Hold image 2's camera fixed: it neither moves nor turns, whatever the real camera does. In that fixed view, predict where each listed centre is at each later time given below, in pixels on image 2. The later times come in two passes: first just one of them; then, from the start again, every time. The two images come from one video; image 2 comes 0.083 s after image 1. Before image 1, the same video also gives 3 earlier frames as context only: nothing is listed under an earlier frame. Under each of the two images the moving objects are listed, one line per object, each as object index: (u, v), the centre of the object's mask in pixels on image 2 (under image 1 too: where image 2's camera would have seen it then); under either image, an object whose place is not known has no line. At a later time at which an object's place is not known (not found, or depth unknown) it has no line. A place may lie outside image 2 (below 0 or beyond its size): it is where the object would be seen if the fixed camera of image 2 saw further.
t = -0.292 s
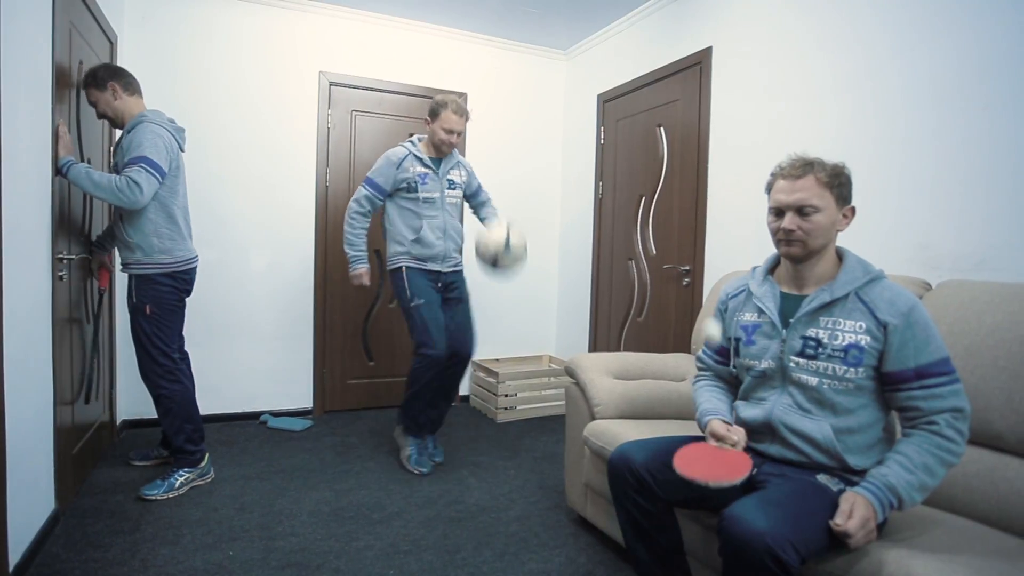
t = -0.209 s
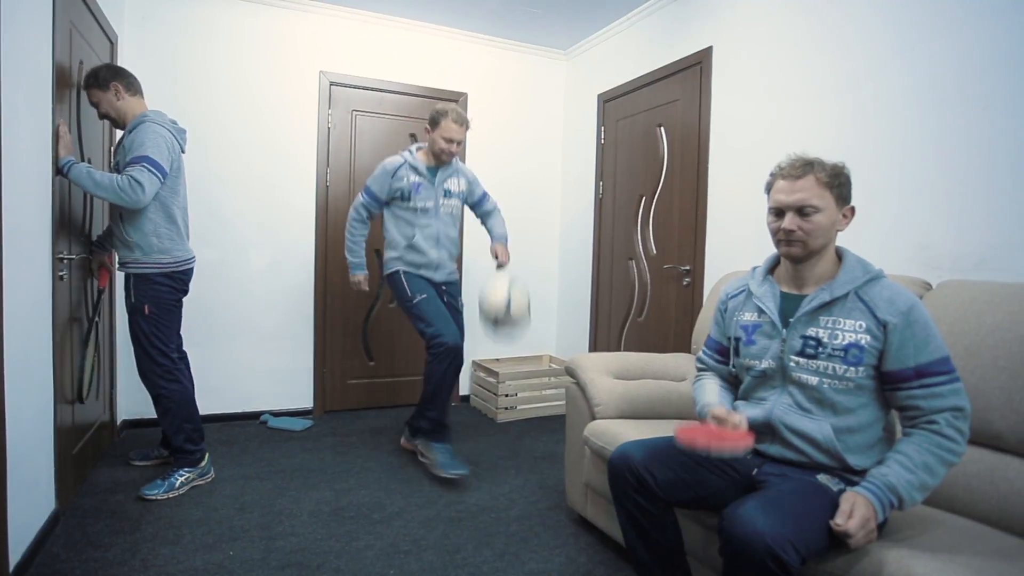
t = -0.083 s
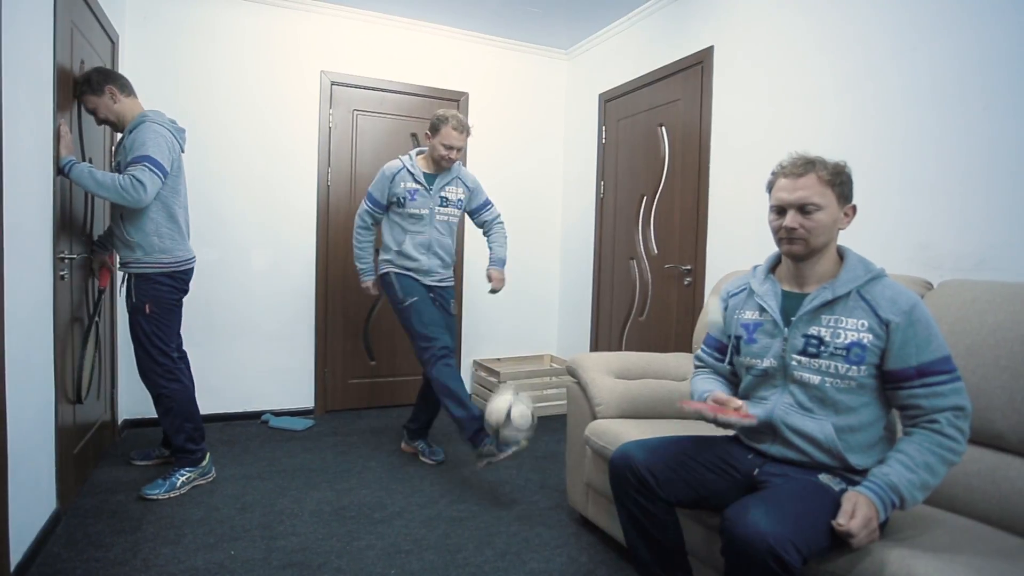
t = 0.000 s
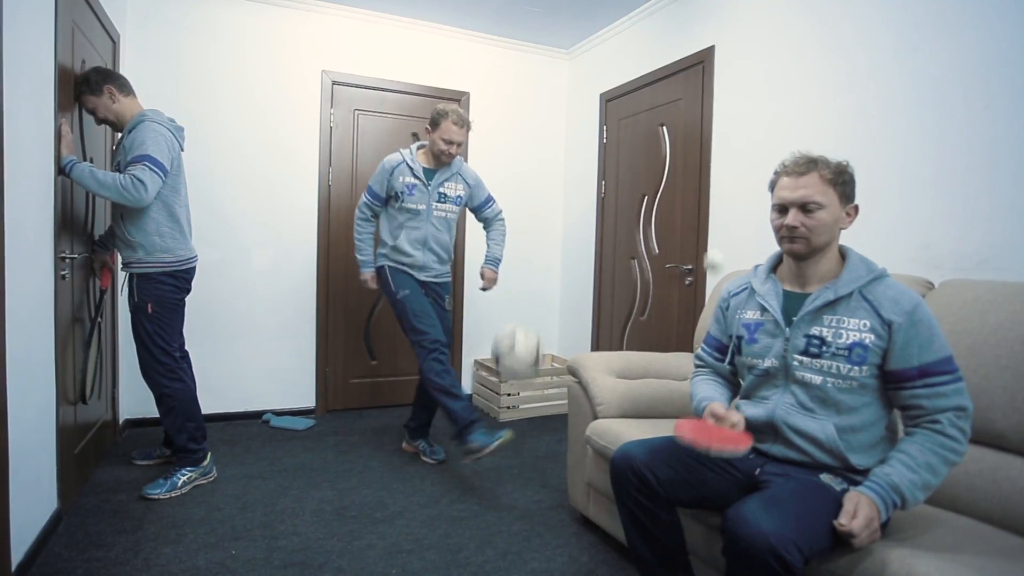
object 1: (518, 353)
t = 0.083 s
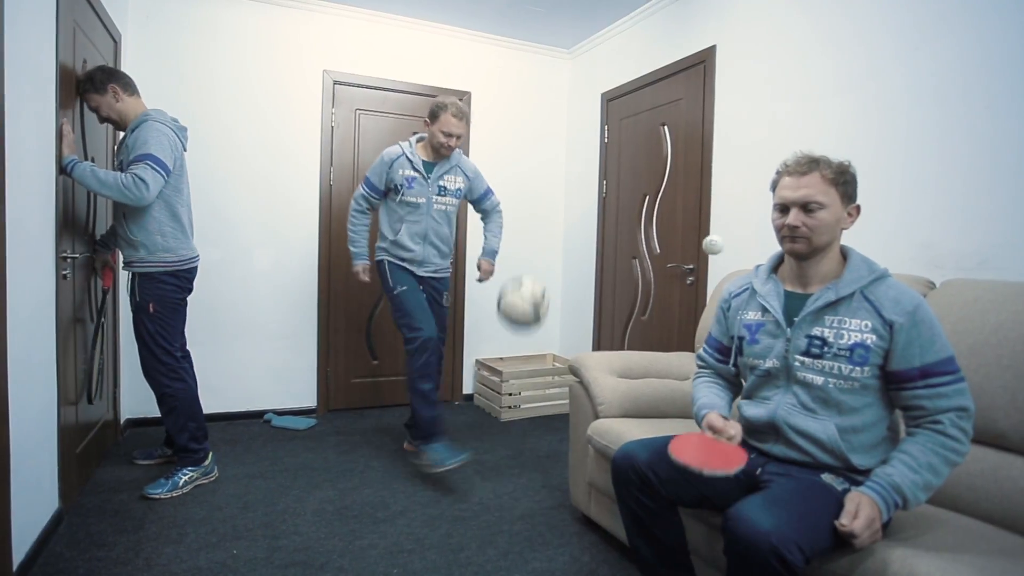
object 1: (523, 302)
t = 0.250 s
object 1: (531, 255)
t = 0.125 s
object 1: (525, 284)
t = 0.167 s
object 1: (527, 271)
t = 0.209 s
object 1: (529, 261)
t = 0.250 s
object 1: (531, 255)
